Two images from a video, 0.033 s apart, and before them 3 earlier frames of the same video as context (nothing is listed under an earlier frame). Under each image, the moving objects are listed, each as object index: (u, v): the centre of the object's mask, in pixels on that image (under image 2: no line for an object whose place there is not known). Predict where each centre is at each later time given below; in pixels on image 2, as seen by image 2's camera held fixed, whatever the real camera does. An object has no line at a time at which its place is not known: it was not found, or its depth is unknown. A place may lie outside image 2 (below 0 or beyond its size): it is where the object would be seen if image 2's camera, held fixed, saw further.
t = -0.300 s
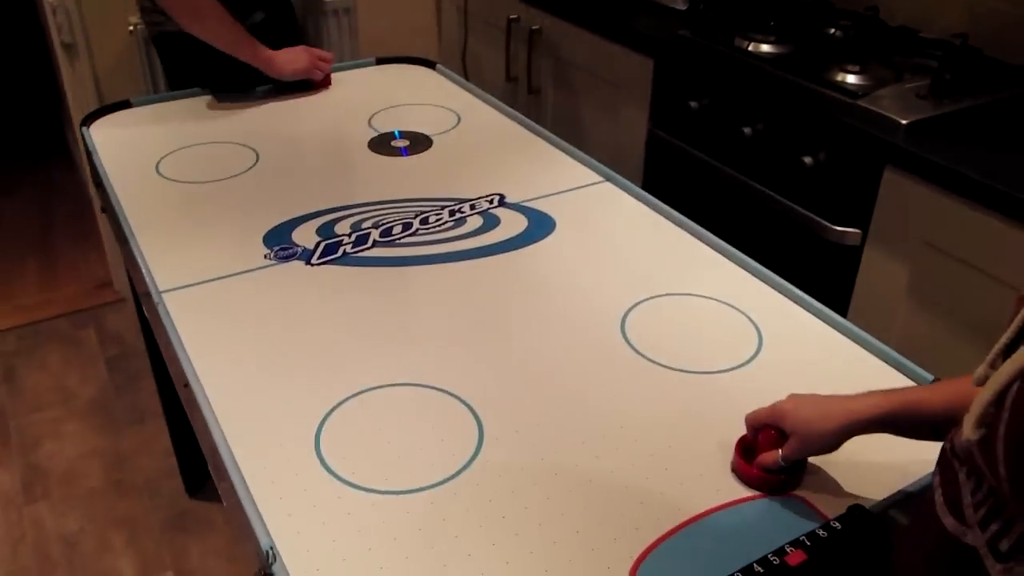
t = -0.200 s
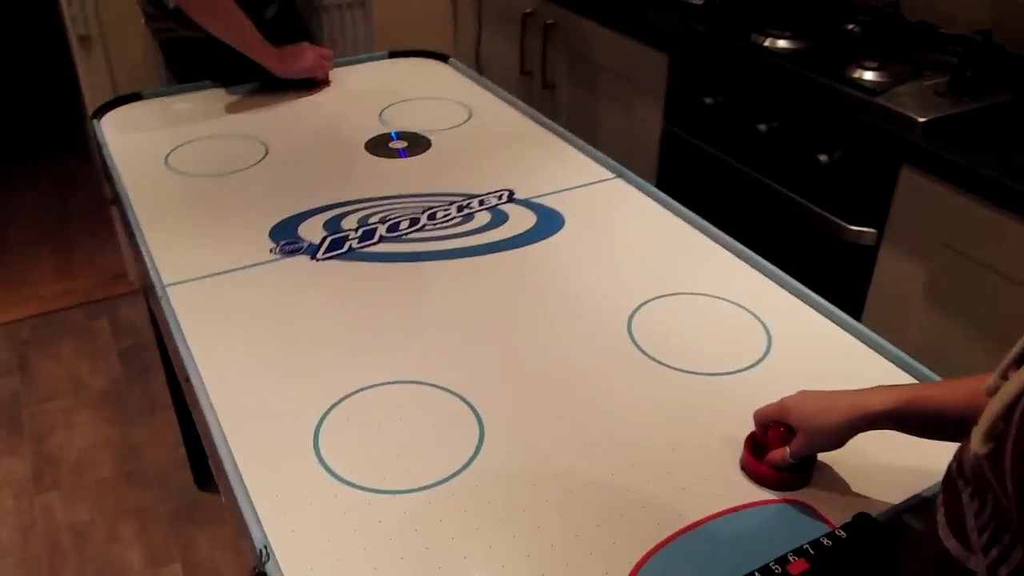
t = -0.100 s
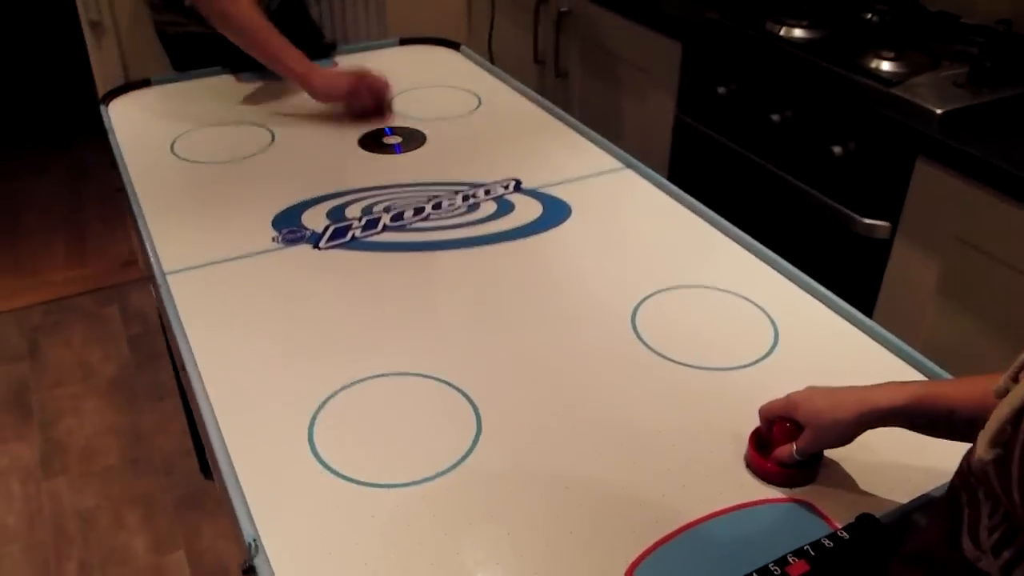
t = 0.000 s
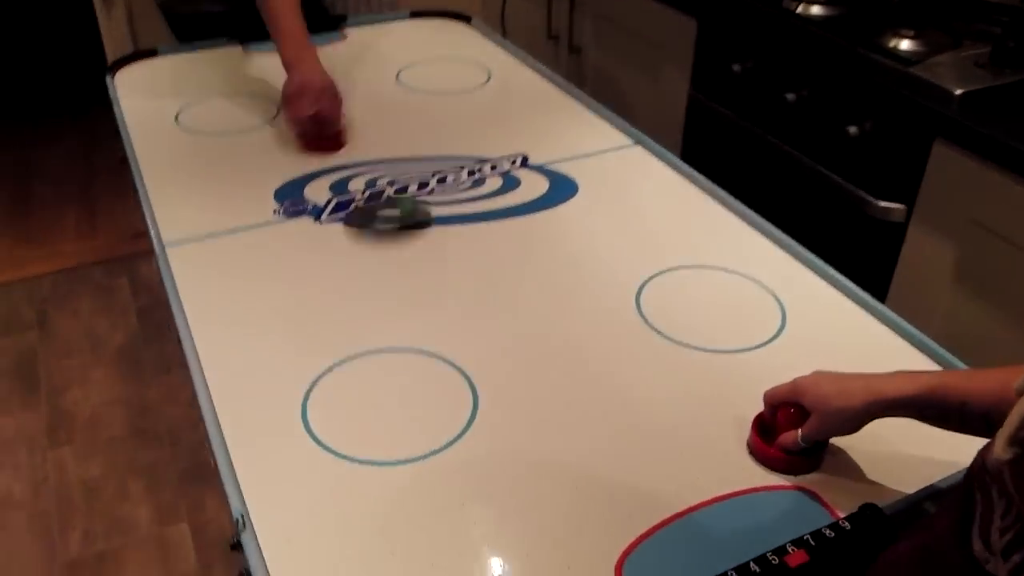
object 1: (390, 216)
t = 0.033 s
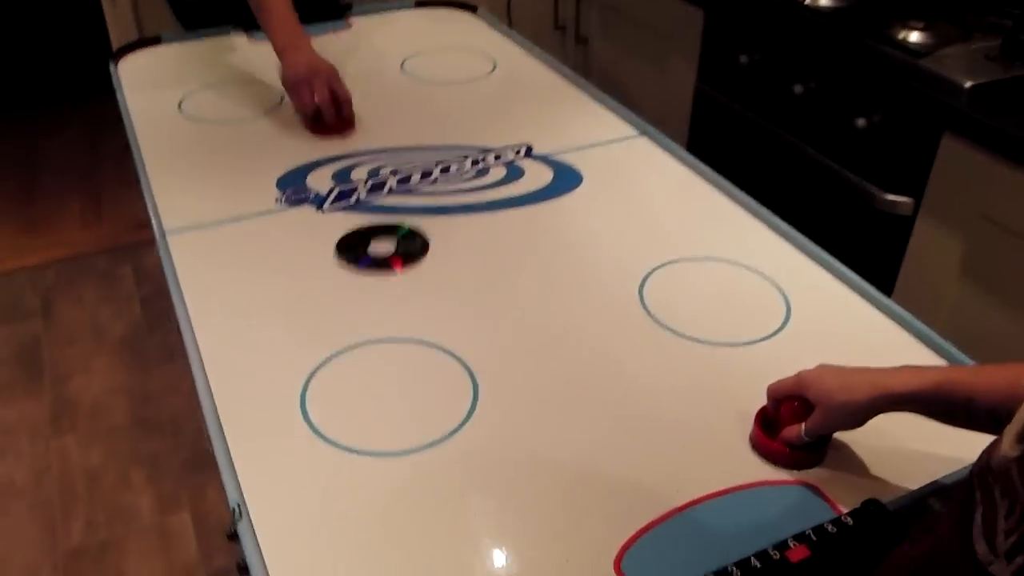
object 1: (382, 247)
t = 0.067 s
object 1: (376, 270)
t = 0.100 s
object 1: (371, 279)
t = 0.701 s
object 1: (374, 280)
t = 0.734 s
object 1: (374, 281)
